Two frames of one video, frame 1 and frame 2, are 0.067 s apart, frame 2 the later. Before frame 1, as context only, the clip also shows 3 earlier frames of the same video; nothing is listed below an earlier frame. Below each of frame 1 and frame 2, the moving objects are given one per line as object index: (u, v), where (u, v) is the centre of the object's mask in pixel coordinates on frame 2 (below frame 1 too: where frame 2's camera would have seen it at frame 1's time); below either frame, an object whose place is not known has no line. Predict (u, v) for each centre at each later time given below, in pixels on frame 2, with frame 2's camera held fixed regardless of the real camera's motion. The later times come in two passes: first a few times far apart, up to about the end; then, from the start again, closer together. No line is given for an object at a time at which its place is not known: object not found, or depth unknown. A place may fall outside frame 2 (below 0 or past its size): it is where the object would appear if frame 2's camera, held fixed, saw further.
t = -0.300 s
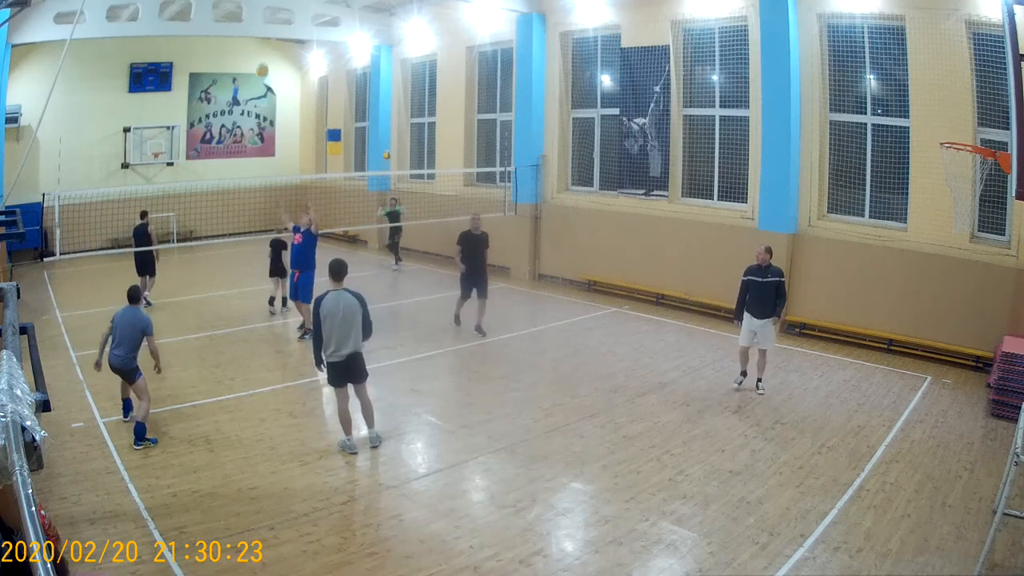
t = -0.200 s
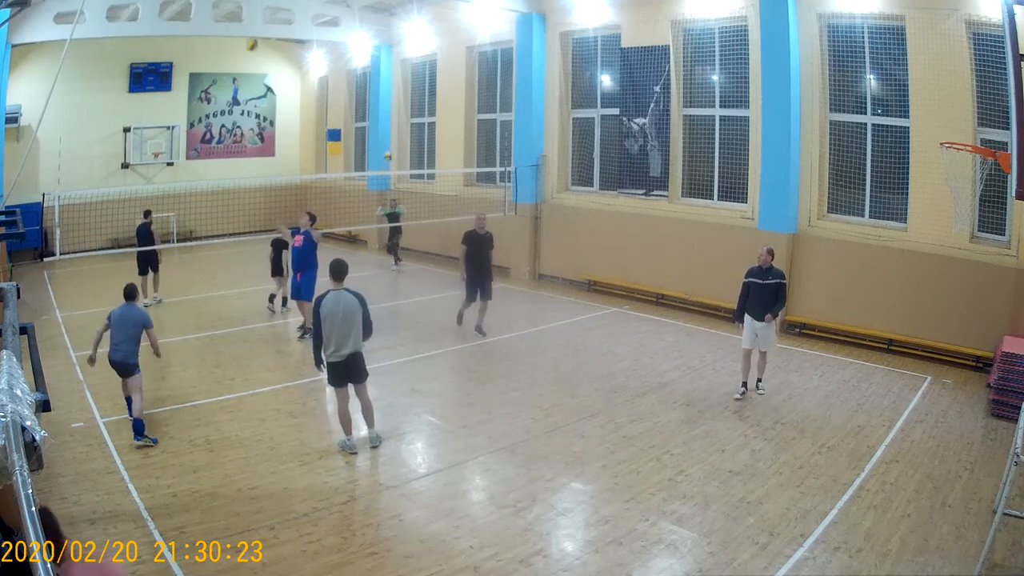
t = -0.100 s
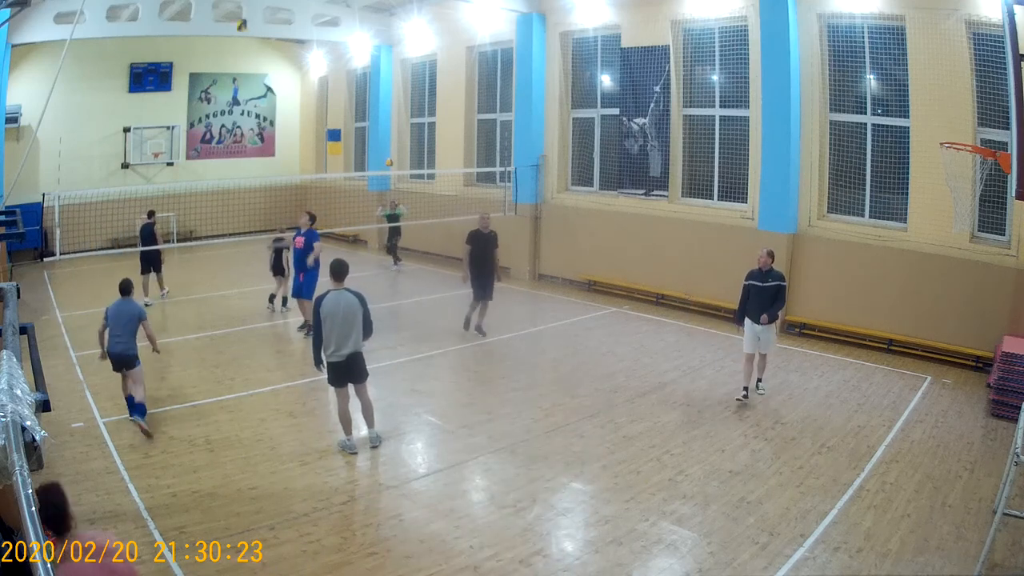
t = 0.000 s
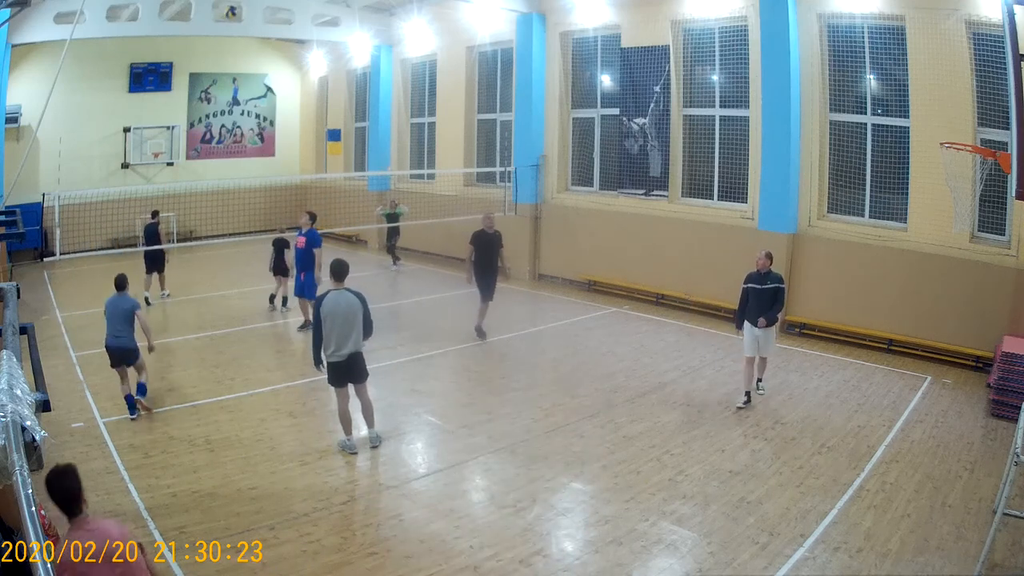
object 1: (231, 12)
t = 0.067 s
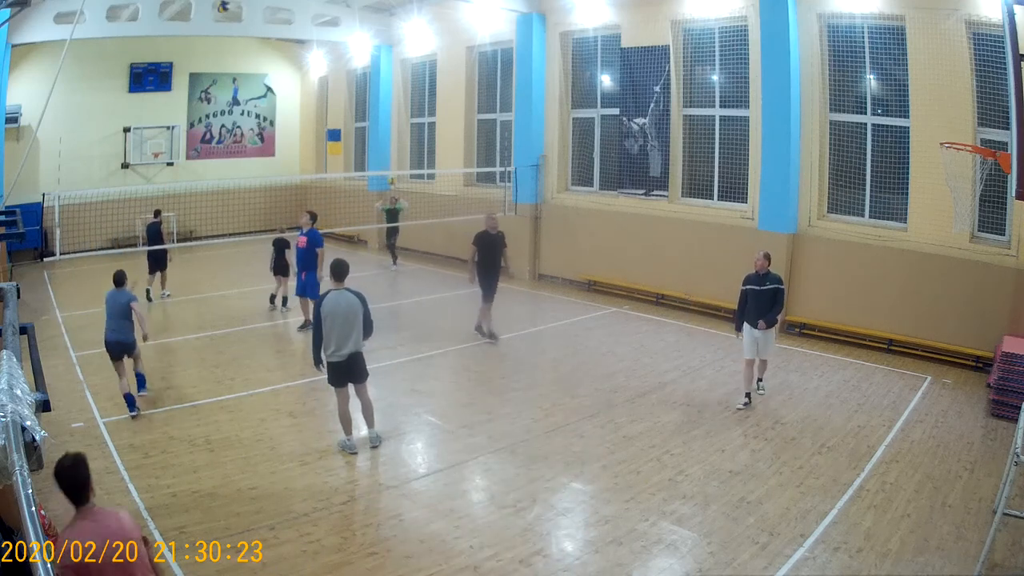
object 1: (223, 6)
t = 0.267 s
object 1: (200, 7)
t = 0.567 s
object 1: (162, 58)
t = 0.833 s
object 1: (131, 154)
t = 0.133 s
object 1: (216, 5)
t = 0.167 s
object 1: (212, 4)
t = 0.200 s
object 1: (208, 5)
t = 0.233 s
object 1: (205, 5)
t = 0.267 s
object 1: (200, 7)
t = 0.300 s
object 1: (196, 10)
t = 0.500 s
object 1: (172, 42)
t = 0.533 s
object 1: (167, 50)
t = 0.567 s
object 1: (162, 58)
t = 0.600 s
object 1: (159, 67)
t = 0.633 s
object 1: (154, 78)
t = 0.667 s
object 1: (150, 87)
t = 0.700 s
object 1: (146, 100)
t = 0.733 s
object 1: (142, 113)
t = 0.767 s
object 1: (139, 125)
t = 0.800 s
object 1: (133, 140)
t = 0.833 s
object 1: (131, 154)
